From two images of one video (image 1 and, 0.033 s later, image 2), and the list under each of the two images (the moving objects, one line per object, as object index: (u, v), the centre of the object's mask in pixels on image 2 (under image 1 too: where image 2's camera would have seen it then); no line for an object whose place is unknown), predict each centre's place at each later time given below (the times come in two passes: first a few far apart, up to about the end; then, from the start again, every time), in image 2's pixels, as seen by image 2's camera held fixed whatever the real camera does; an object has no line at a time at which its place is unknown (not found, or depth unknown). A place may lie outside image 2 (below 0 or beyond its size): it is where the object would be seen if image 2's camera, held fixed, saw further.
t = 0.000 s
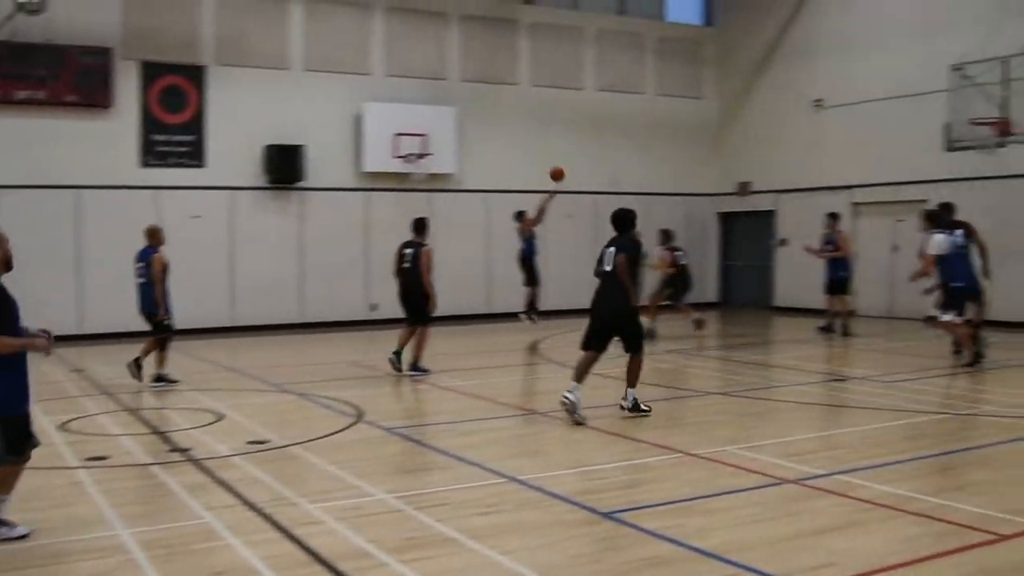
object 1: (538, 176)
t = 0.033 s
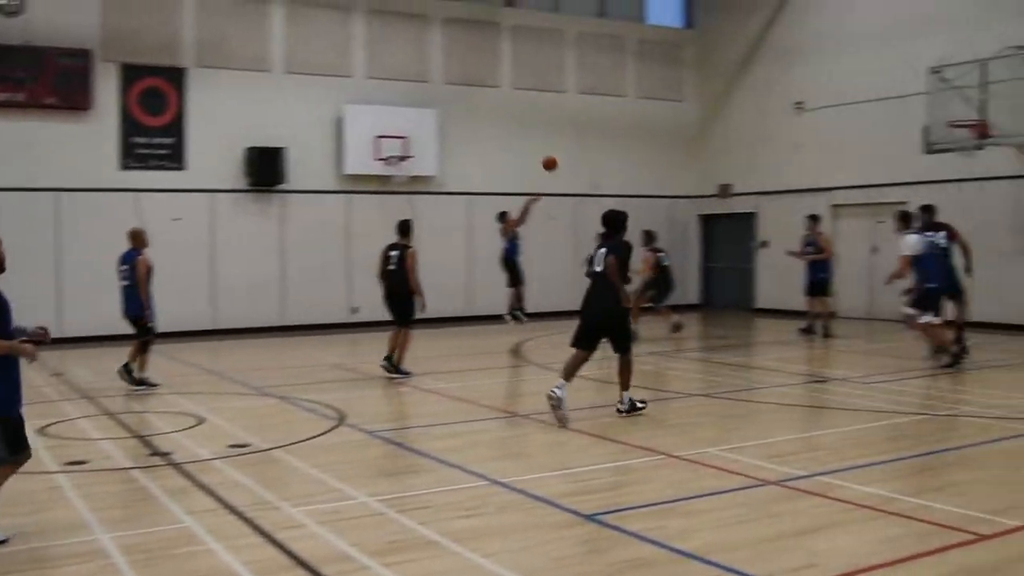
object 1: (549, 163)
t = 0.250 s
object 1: (623, 94)
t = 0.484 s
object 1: (708, 49)
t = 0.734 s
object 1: (804, 37)
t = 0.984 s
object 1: (903, 69)
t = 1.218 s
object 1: (987, 137)
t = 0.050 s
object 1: (555, 157)
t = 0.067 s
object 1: (560, 150)
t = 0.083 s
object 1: (566, 145)
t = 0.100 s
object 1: (572, 139)
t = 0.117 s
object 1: (578, 133)
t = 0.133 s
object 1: (583, 128)
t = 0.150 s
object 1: (589, 123)
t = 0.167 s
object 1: (595, 118)
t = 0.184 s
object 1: (601, 113)
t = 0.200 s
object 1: (606, 108)
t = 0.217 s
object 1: (612, 103)
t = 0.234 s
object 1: (618, 98)
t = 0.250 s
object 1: (623, 94)
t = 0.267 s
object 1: (630, 90)
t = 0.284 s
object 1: (635, 86)
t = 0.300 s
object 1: (641, 82)
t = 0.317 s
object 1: (647, 78)
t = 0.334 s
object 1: (653, 75)
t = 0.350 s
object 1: (659, 71)
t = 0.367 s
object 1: (665, 68)
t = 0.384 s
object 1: (671, 65)
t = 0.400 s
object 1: (677, 62)
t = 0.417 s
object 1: (683, 59)
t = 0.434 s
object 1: (690, 56)
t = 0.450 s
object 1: (695, 54)
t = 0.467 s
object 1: (702, 51)
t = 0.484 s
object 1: (708, 49)
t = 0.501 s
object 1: (714, 47)
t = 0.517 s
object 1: (720, 45)
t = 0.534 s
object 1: (727, 43)
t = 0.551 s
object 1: (733, 42)
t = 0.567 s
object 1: (739, 41)
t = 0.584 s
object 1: (746, 40)
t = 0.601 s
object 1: (752, 39)
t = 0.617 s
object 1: (758, 38)
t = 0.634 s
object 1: (764, 37)
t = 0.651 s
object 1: (771, 37)
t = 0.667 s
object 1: (777, 36)
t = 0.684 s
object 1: (784, 36)
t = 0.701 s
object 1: (790, 36)
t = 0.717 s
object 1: (797, 37)
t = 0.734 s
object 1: (804, 37)
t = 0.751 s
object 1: (810, 38)
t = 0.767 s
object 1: (816, 39)
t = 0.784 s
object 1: (823, 40)
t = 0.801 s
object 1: (829, 42)
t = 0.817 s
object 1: (836, 43)
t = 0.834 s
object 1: (843, 45)
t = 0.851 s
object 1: (850, 47)
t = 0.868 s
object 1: (856, 49)
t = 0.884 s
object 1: (863, 51)
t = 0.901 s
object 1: (869, 53)
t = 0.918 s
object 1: (876, 56)
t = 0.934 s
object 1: (883, 59)
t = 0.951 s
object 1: (890, 62)
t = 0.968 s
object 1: (897, 66)
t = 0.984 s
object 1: (903, 69)
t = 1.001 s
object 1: (910, 73)
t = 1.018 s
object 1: (917, 77)
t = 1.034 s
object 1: (924, 81)
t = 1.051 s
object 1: (930, 86)
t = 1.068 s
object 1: (937, 91)
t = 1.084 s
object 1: (945, 96)
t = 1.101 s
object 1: (953, 102)
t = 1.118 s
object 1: (959, 106)
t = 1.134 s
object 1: (966, 112)
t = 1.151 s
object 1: (973, 117)
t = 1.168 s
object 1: (979, 121)
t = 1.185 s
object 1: (984, 130)
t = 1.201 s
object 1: (984, 134)
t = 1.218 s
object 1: (987, 137)
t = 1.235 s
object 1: (987, 136)
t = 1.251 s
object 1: (987, 150)
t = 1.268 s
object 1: (985, 155)
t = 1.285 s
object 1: (984, 158)
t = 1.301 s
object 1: (983, 161)
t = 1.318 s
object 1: (982, 166)
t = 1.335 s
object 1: (981, 171)
